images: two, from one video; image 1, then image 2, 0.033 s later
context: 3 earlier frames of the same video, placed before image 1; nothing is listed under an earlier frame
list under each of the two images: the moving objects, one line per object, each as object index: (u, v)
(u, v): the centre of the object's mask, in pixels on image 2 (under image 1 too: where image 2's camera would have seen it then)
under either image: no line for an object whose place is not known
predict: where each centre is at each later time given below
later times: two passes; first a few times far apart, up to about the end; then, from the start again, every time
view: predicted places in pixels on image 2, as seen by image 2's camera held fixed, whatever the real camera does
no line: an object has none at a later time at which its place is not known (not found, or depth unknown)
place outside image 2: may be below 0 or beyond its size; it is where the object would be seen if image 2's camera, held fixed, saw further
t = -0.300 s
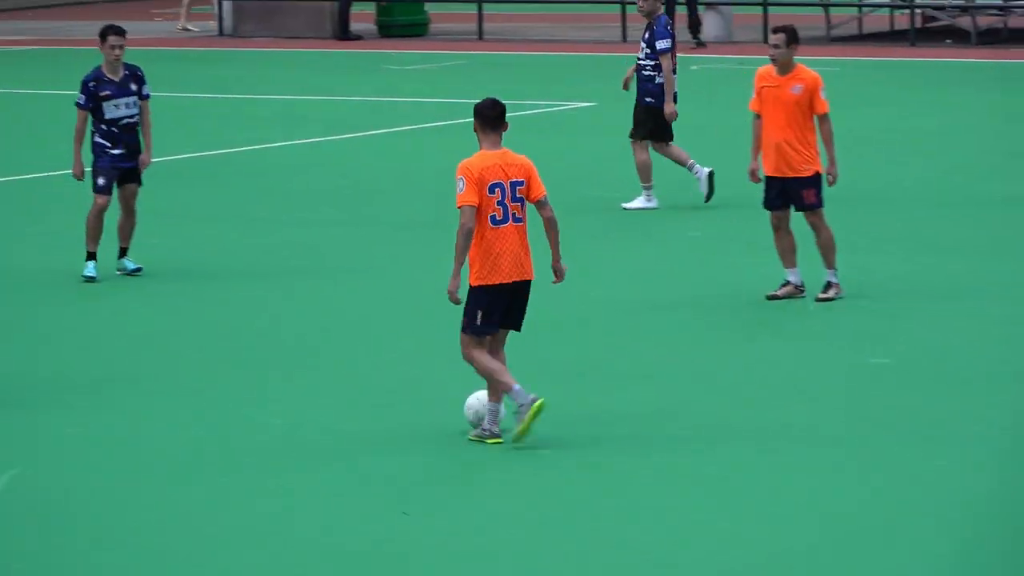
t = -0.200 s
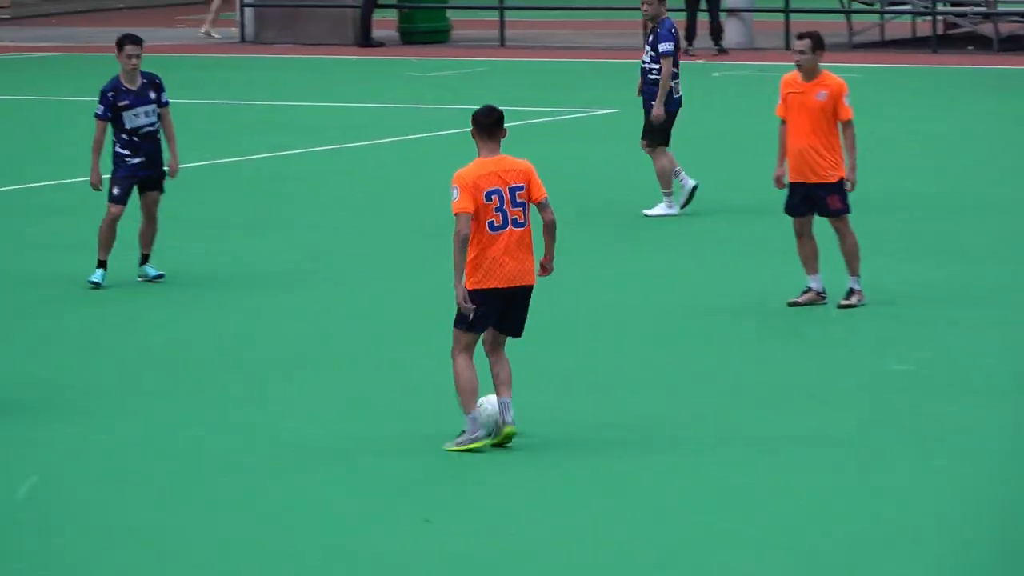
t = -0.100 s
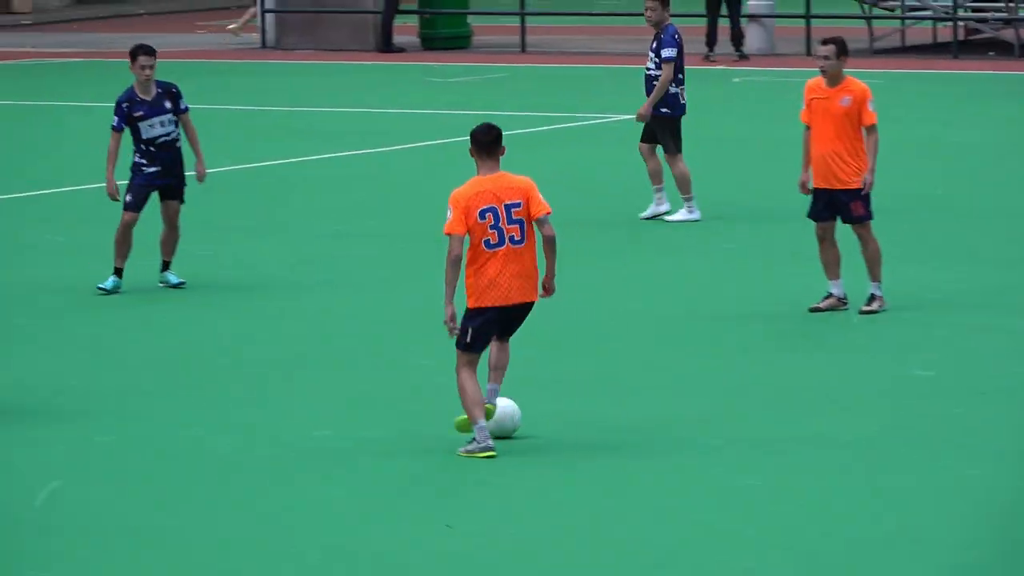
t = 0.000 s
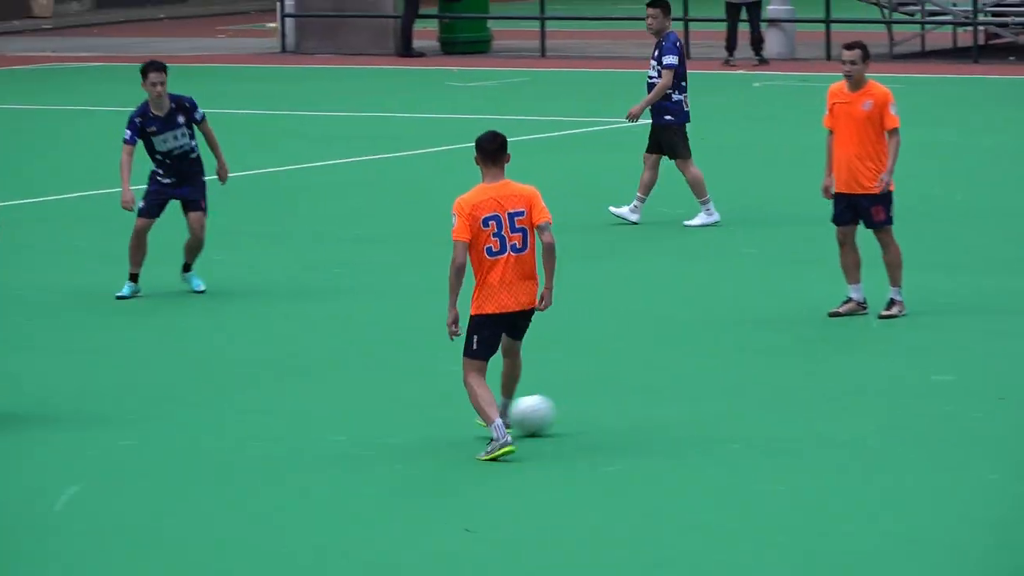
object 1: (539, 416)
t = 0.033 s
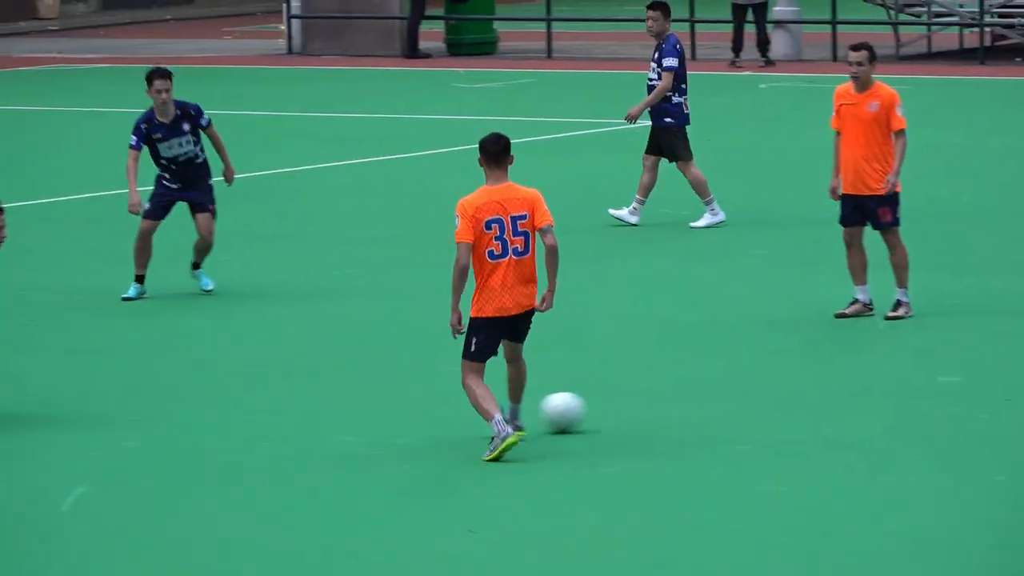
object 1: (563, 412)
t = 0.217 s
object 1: (676, 391)
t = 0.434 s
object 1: (776, 373)
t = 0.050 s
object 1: (573, 410)
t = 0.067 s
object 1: (584, 408)
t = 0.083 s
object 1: (595, 406)
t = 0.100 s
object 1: (605, 404)
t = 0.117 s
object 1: (616, 403)
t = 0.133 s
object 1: (627, 401)
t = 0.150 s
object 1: (636, 399)
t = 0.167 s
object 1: (646, 397)
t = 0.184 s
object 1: (656, 395)
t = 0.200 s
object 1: (666, 393)
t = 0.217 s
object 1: (676, 391)
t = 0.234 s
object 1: (686, 390)
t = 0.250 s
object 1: (694, 388)
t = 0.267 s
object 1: (703, 387)
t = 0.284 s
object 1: (711, 385)
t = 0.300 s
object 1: (719, 384)
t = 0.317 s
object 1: (727, 382)
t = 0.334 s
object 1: (735, 380)
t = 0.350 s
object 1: (743, 379)
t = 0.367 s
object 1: (750, 378)
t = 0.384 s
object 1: (757, 376)
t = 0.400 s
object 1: (764, 375)
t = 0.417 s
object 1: (770, 374)
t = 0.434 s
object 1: (776, 373)
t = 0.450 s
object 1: (782, 371)
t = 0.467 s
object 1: (789, 368)
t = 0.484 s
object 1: (795, 368)
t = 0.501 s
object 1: (801, 365)
